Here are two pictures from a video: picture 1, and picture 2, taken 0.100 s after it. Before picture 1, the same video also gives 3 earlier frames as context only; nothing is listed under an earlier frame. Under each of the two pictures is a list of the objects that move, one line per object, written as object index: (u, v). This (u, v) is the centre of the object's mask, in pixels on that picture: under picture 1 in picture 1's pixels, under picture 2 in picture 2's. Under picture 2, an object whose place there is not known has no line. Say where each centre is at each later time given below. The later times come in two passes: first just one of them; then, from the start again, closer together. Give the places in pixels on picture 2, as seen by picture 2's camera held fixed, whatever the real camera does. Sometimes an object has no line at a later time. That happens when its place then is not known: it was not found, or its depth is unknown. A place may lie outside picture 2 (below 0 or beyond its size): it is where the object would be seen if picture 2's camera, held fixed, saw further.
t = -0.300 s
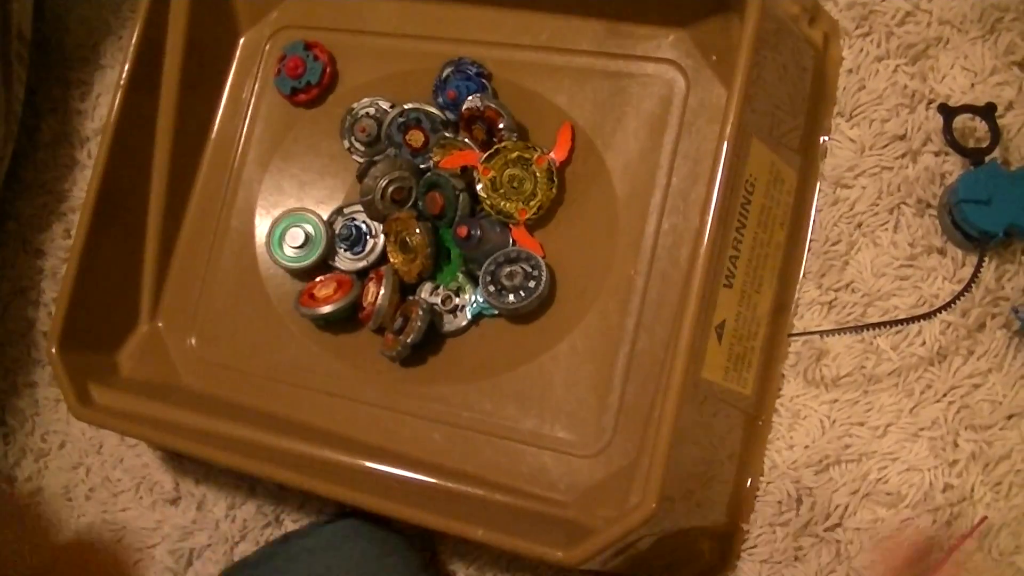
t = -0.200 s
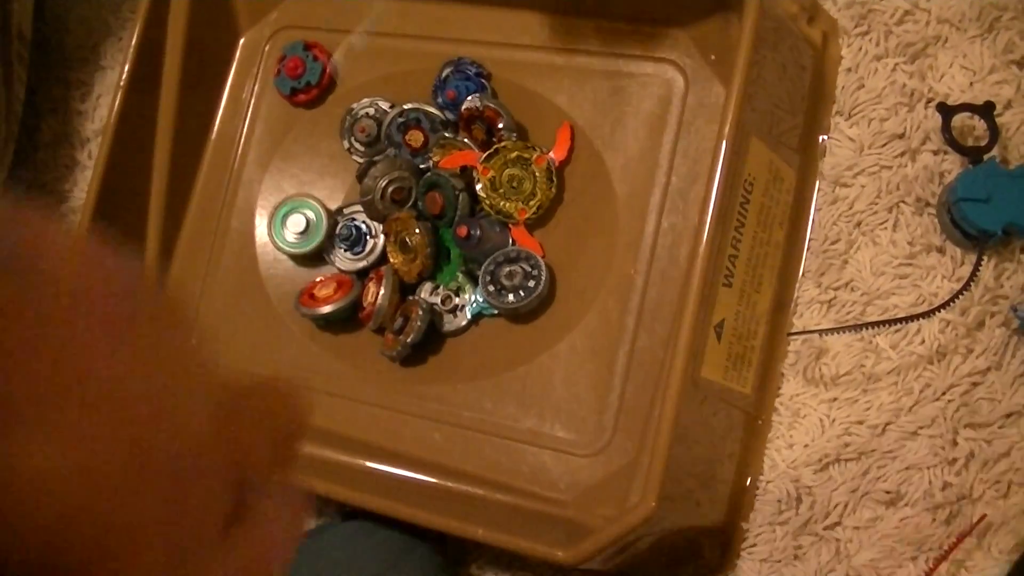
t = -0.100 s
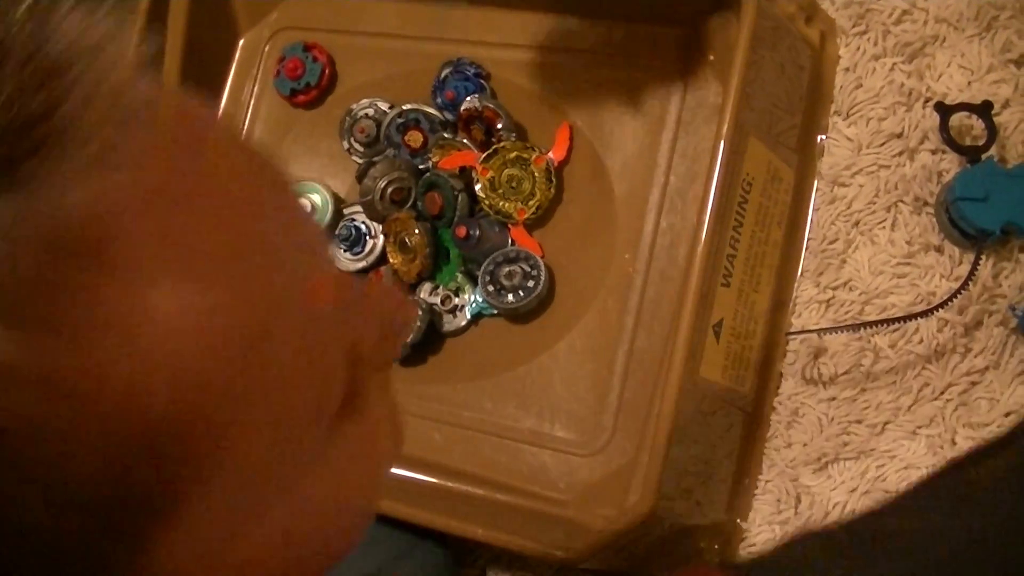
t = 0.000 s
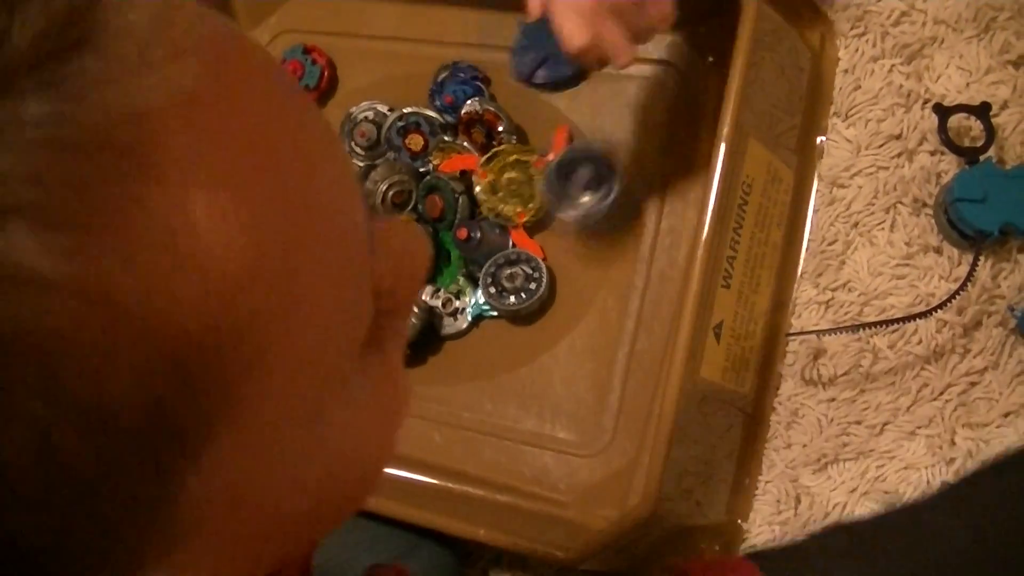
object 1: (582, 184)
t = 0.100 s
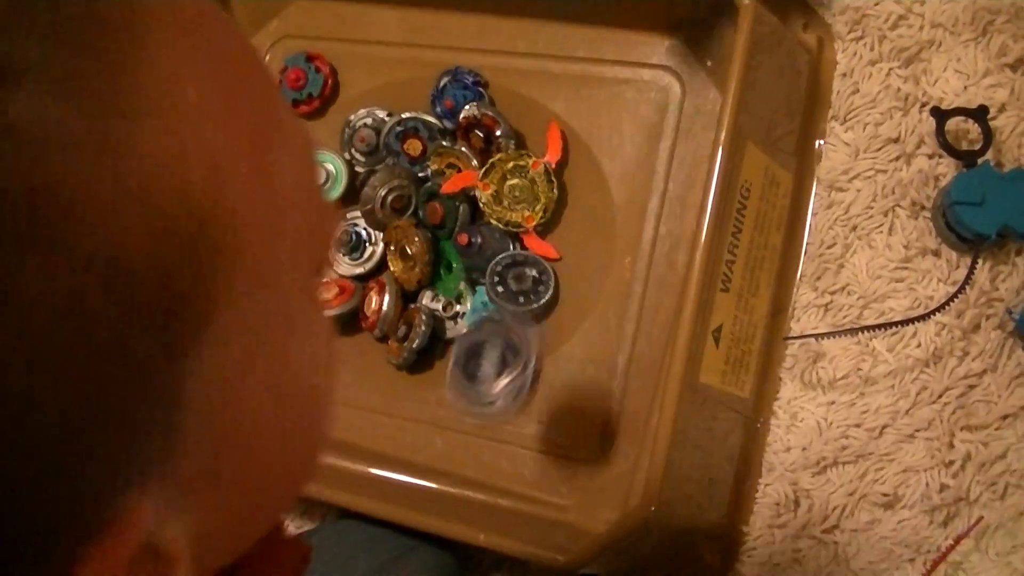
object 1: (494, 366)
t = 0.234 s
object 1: (502, 468)
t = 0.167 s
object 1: (473, 507)
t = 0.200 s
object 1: (483, 488)
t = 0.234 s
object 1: (502, 468)
